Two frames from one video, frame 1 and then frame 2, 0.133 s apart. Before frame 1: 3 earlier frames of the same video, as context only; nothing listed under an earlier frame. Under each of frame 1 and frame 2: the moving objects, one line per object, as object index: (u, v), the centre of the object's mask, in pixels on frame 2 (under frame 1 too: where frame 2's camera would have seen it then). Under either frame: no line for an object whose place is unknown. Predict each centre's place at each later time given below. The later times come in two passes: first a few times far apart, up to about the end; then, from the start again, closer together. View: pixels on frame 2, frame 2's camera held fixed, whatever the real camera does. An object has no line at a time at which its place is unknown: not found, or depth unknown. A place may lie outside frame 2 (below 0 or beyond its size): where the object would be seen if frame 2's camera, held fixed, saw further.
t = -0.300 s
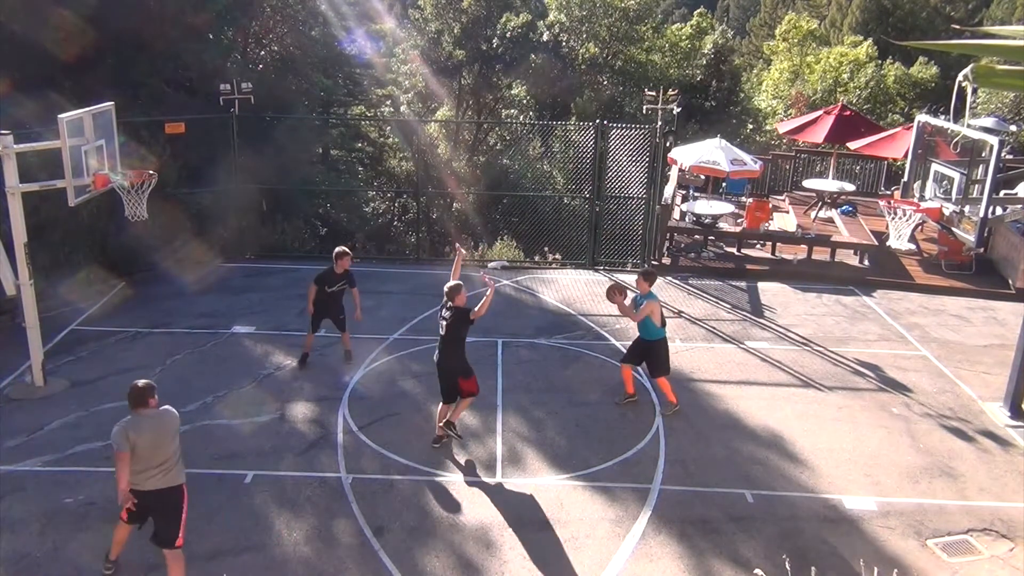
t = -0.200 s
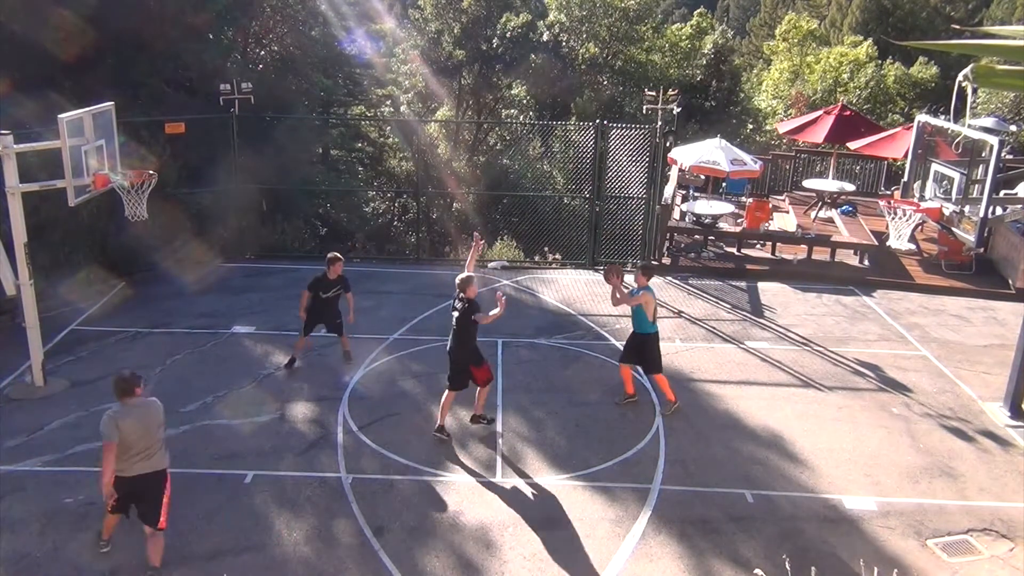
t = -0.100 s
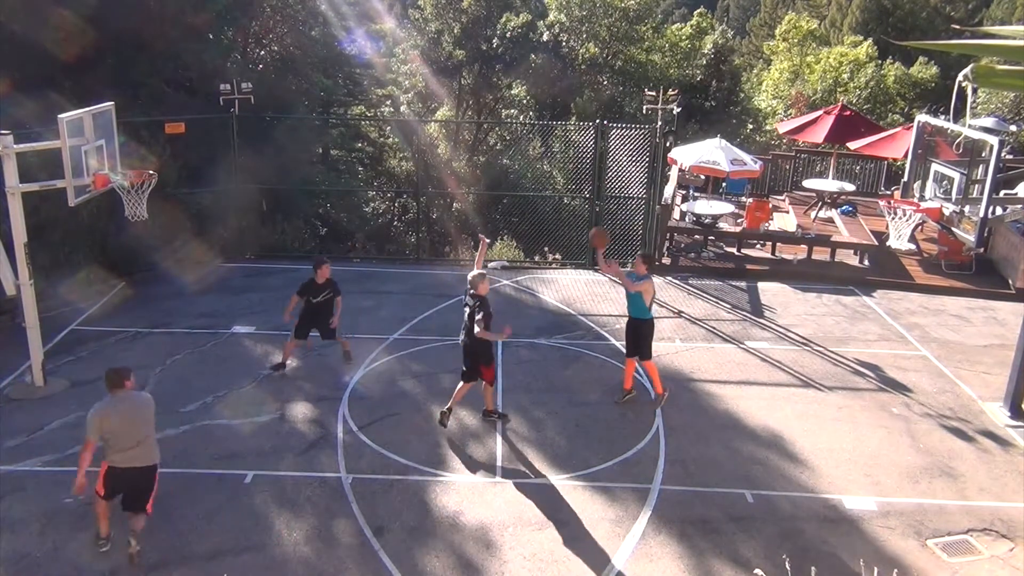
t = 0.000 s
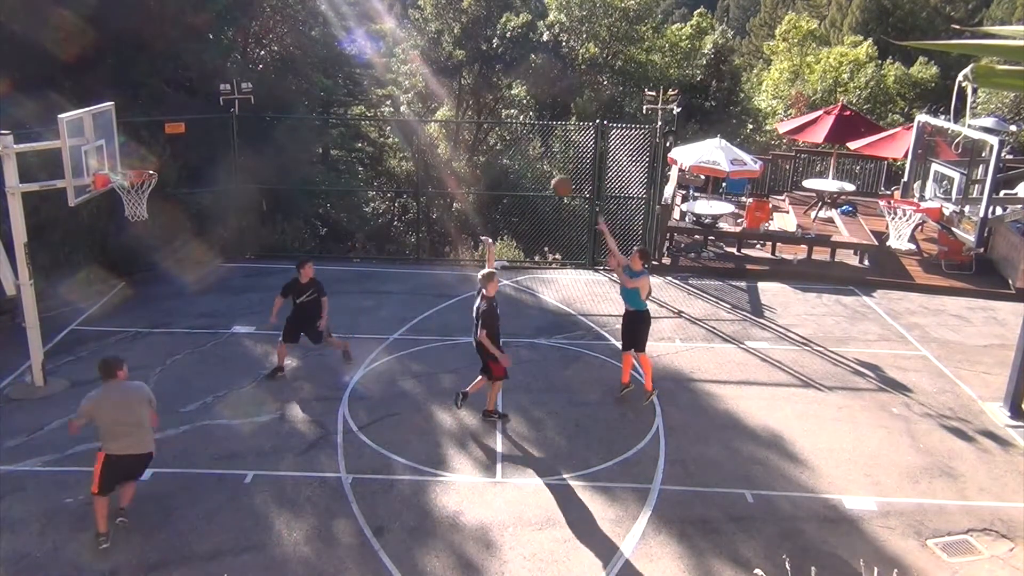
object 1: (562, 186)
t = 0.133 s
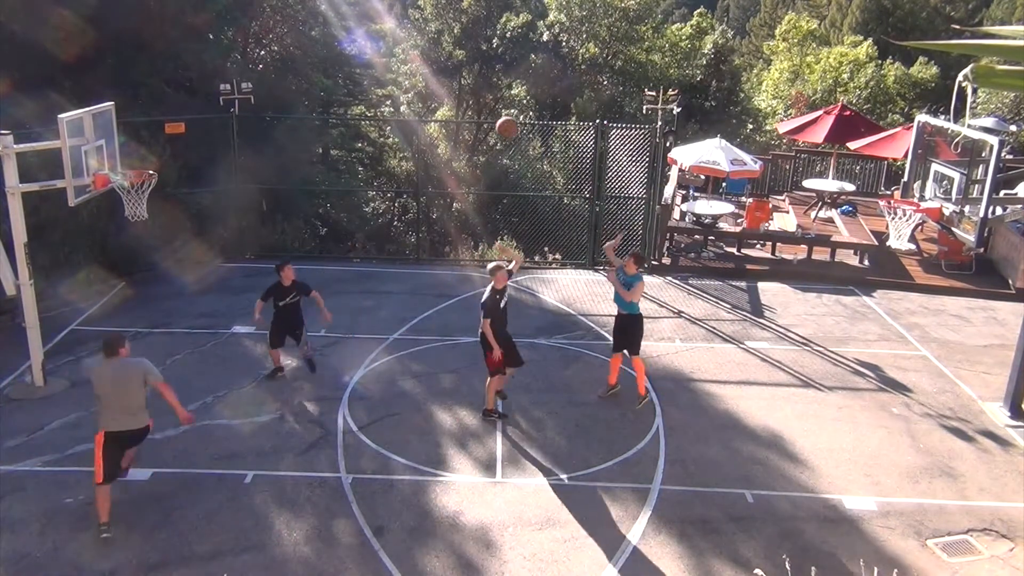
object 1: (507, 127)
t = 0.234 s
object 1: (464, 93)
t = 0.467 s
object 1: (362, 50)
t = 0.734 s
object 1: (239, 62)
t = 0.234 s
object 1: (464, 93)
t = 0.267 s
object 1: (450, 84)
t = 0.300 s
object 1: (434, 75)
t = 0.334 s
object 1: (419, 68)
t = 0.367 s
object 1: (406, 61)
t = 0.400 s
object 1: (390, 56)
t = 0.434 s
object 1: (375, 50)
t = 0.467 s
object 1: (362, 50)
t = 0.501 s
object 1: (344, 45)
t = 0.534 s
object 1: (330, 45)
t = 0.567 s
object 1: (314, 45)
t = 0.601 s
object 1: (299, 47)
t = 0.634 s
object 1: (284, 48)
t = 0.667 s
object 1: (269, 52)
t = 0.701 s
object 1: (254, 56)
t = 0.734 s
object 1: (239, 62)
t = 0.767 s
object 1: (224, 69)
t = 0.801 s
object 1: (209, 76)
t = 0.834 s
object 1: (195, 86)
